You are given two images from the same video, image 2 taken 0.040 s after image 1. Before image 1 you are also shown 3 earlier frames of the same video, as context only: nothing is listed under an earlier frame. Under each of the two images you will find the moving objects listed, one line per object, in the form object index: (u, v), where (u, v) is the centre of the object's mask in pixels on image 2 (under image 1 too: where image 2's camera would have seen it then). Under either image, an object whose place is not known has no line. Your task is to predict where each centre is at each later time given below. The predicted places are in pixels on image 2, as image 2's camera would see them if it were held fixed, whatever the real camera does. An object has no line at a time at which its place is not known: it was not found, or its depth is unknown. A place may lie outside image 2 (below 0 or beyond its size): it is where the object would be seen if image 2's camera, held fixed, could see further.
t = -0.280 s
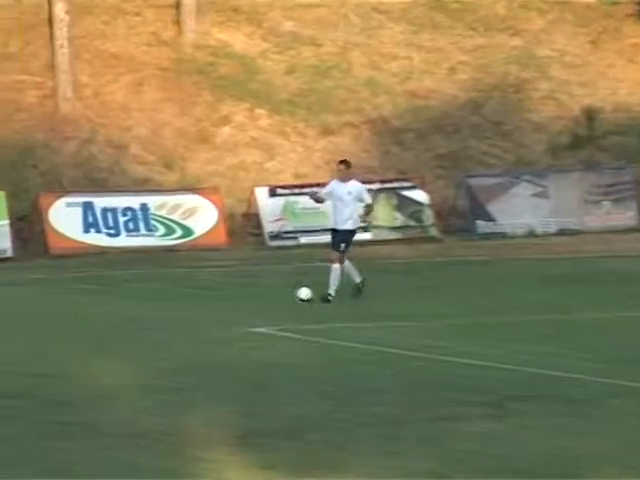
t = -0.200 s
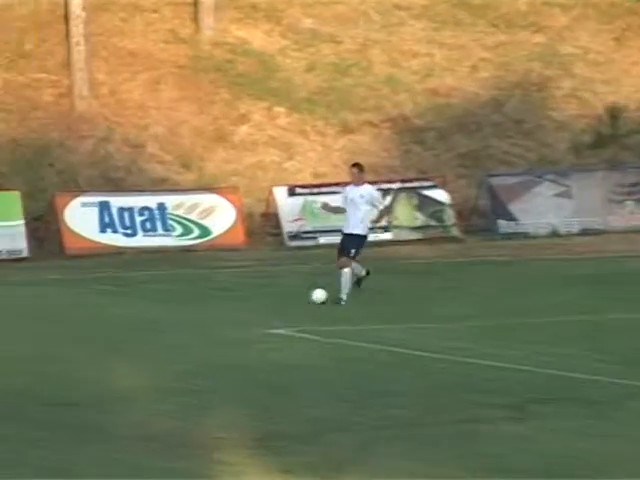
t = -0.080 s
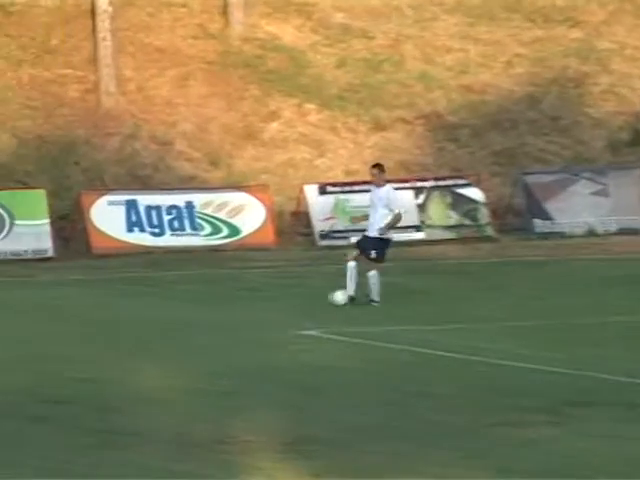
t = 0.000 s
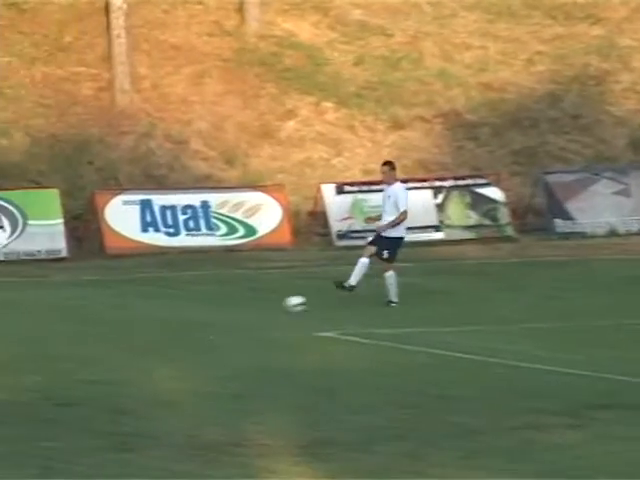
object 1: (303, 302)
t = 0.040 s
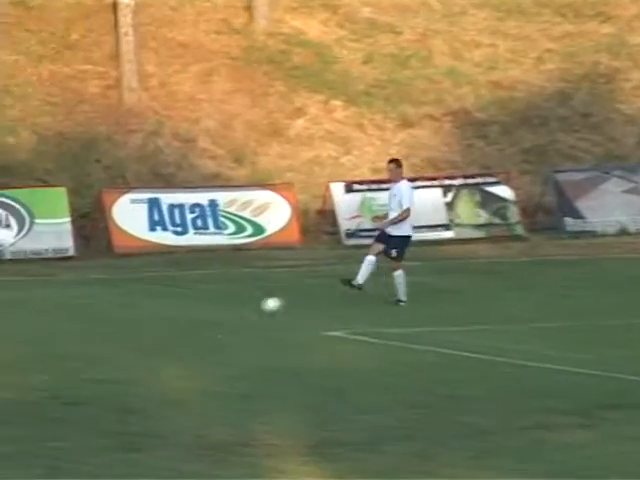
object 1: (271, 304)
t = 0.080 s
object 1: (243, 307)
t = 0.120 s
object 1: (214, 309)
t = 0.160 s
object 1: (184, 312)
